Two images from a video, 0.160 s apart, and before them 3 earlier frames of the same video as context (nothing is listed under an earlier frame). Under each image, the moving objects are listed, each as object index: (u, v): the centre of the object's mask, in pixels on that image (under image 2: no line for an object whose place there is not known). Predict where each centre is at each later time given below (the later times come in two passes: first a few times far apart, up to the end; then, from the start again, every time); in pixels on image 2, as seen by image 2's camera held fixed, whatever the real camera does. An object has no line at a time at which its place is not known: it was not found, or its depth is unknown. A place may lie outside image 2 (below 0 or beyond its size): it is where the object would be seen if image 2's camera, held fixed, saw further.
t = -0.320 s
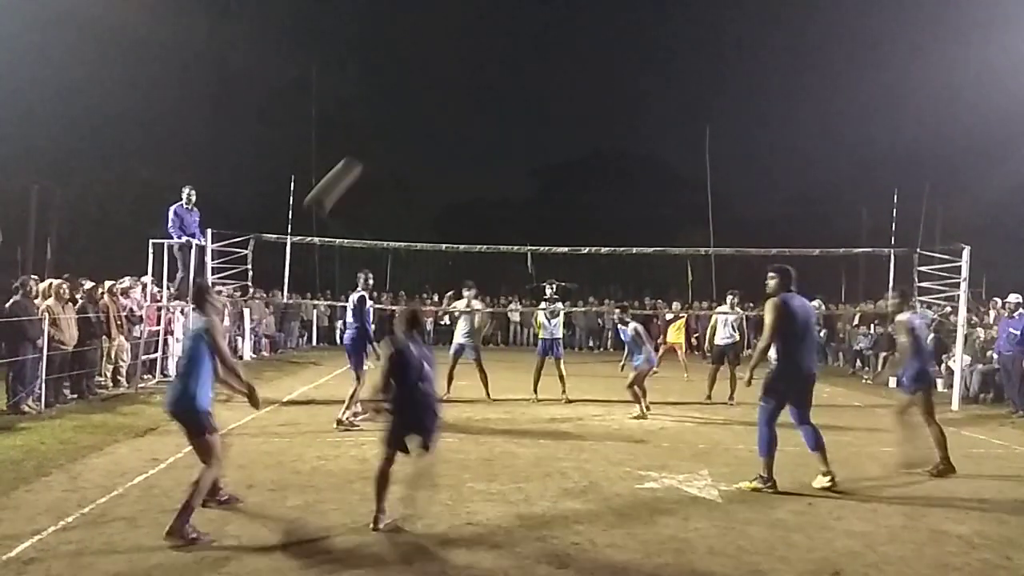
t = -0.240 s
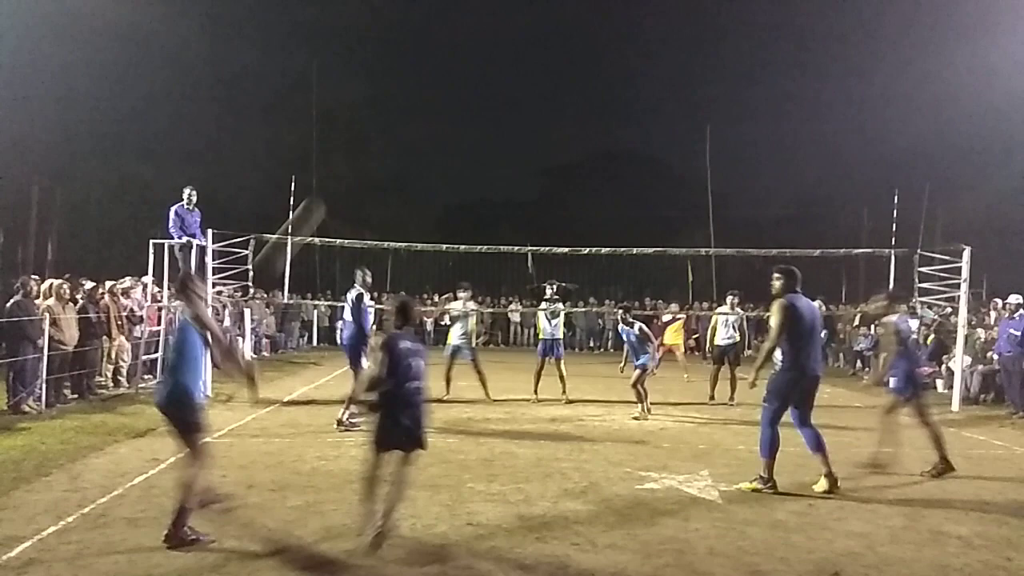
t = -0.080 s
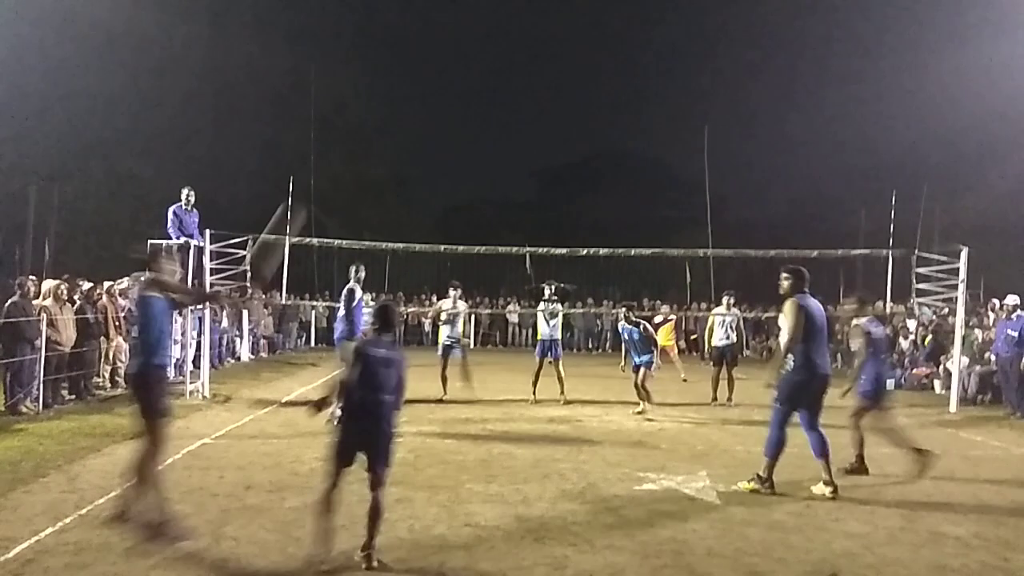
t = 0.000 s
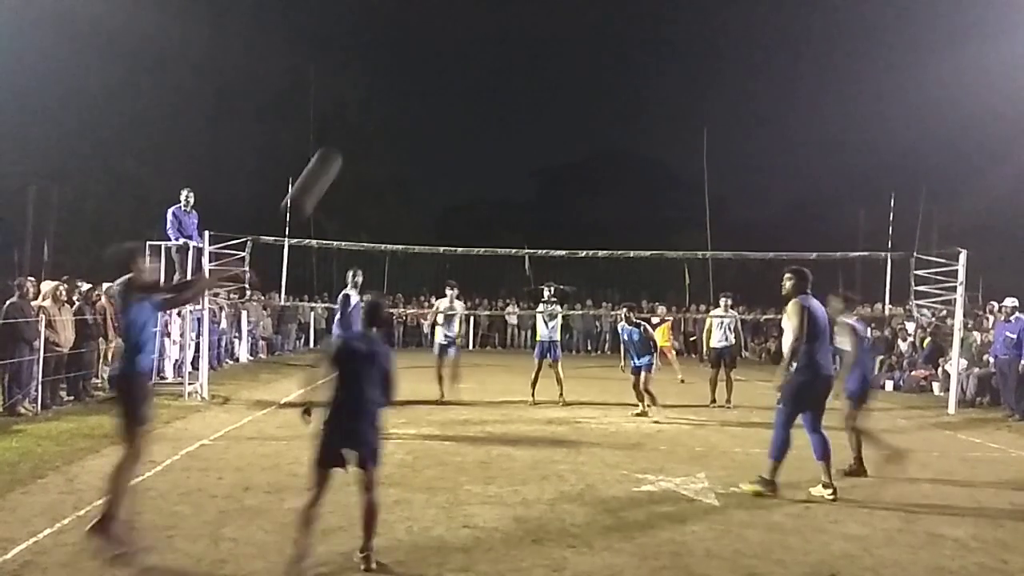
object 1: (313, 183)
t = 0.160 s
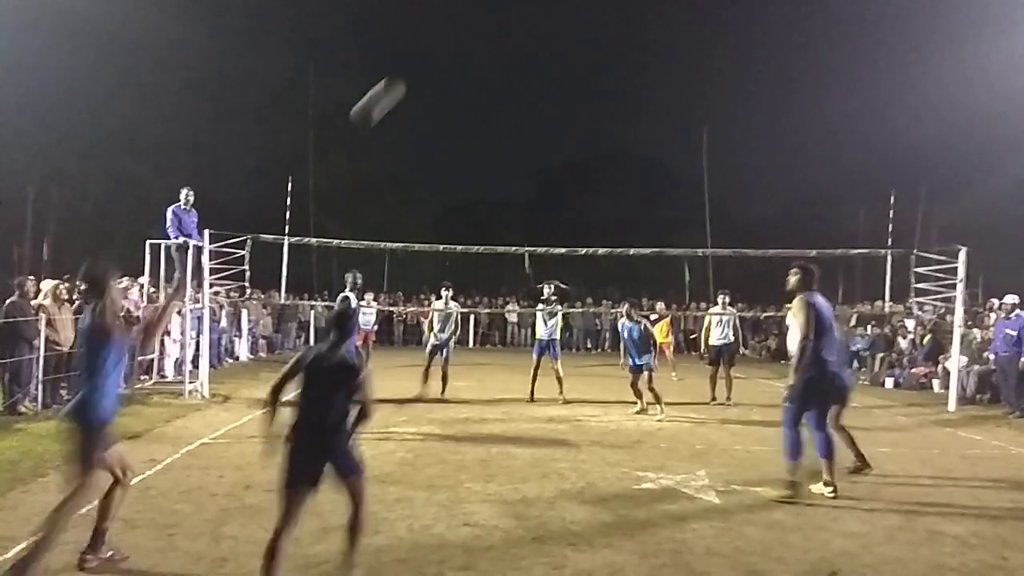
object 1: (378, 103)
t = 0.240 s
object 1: (406, 79)
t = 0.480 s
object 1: (478, 58)
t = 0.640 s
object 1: (516, 77)
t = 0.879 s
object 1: (565, 142)
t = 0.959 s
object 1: (578, 171)
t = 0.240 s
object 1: (406, 79)
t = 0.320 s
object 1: (433, 64)
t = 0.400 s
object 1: (455, 57)
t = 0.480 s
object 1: (478, 58)
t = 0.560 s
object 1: (498, 65)
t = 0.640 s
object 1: (516, 77)
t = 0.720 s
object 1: (534, 95)
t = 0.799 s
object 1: (549, 117)
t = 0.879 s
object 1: (565, 142)
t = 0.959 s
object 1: (578, 171)
